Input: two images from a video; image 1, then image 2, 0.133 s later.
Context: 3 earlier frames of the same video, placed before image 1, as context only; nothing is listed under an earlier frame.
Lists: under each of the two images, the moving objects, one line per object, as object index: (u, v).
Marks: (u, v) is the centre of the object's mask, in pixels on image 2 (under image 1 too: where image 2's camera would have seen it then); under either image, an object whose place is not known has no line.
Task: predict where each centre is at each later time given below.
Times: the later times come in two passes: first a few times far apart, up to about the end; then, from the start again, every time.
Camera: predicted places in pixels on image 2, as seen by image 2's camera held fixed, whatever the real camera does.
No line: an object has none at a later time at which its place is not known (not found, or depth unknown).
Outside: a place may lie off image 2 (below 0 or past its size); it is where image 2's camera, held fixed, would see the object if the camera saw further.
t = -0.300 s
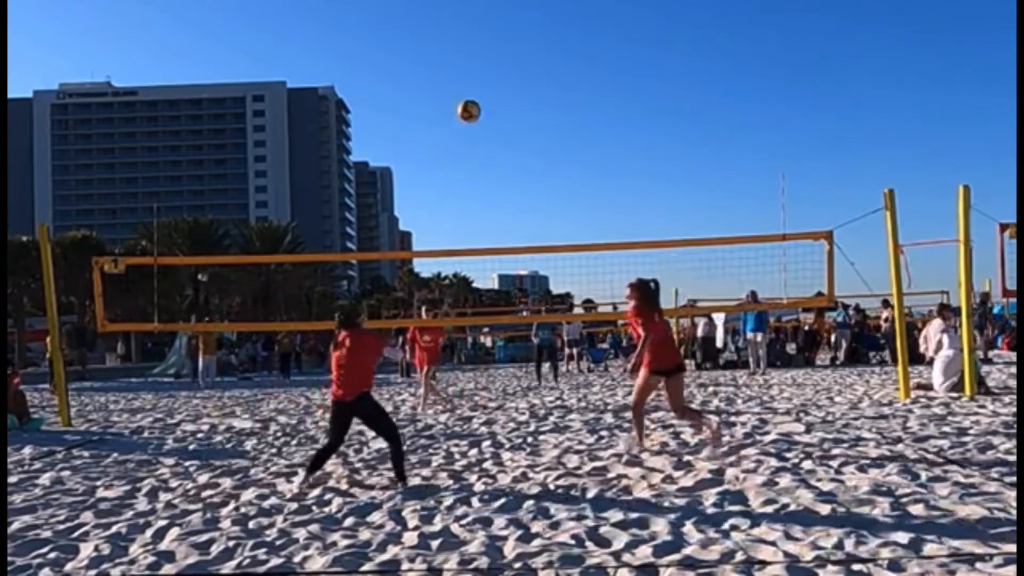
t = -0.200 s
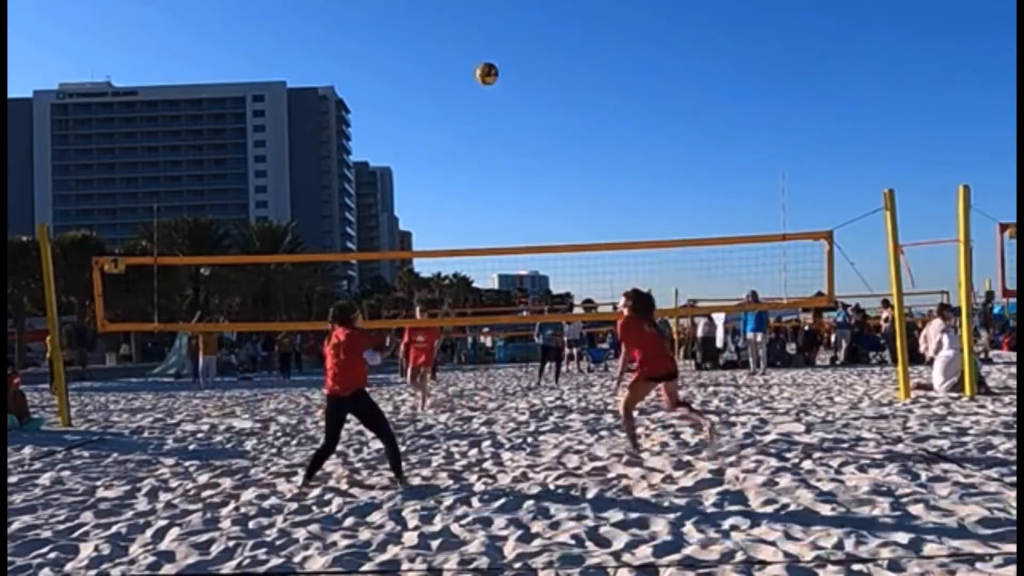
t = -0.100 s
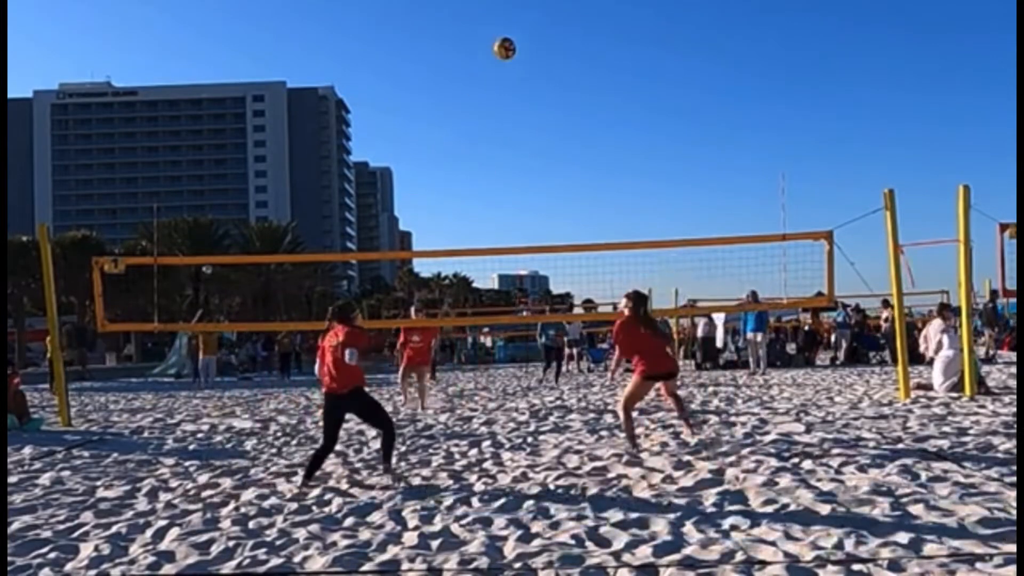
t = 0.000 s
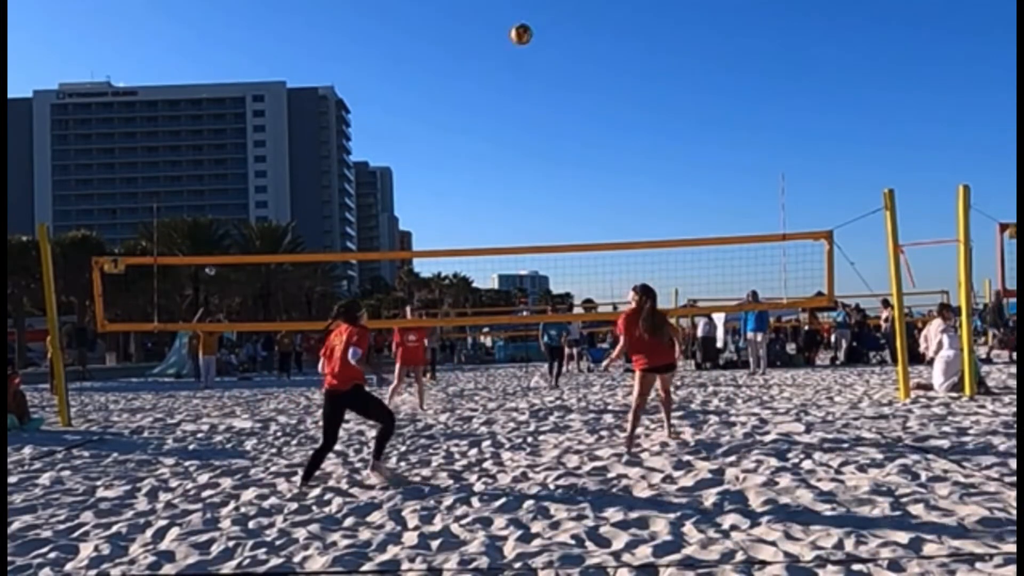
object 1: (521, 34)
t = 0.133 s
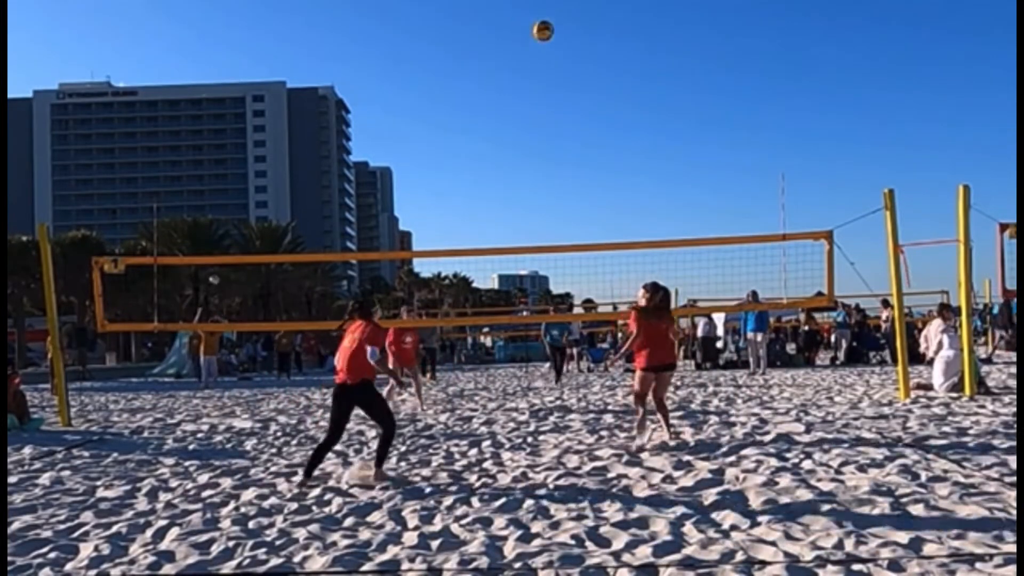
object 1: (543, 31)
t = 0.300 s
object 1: (569, 49)
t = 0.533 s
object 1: (604, 110)
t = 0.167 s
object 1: (548, 33)
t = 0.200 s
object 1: (554, 35)
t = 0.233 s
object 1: (559, 39)
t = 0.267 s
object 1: (564, 43)
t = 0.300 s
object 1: (569, 49)
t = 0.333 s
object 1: (574, 55)
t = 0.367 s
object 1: (579, 62)
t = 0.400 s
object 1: (584, 70)
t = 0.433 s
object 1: (589, 79)
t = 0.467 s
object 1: (594, 89)
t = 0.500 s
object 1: (599, 99)
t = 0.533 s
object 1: (604, 110)
